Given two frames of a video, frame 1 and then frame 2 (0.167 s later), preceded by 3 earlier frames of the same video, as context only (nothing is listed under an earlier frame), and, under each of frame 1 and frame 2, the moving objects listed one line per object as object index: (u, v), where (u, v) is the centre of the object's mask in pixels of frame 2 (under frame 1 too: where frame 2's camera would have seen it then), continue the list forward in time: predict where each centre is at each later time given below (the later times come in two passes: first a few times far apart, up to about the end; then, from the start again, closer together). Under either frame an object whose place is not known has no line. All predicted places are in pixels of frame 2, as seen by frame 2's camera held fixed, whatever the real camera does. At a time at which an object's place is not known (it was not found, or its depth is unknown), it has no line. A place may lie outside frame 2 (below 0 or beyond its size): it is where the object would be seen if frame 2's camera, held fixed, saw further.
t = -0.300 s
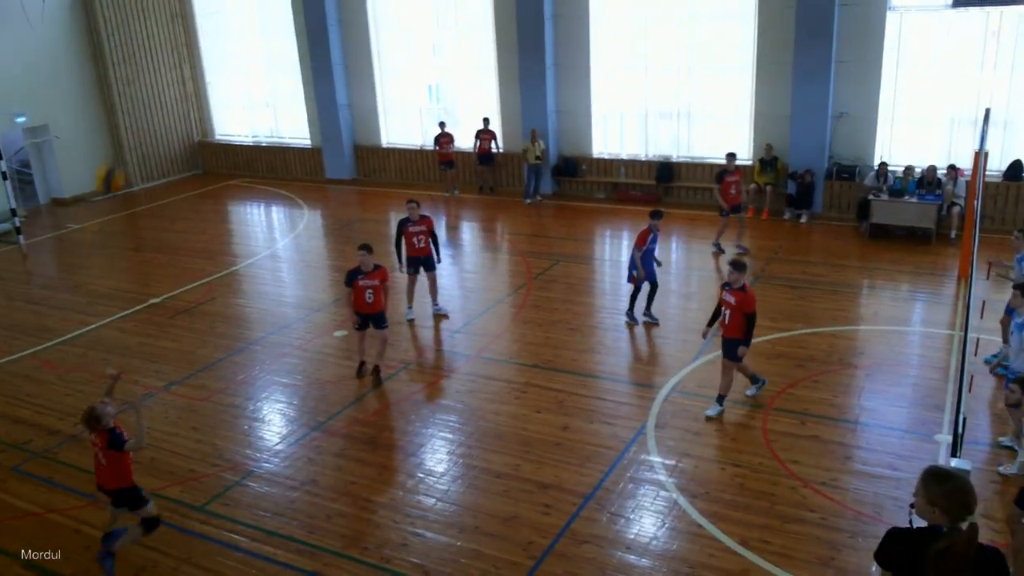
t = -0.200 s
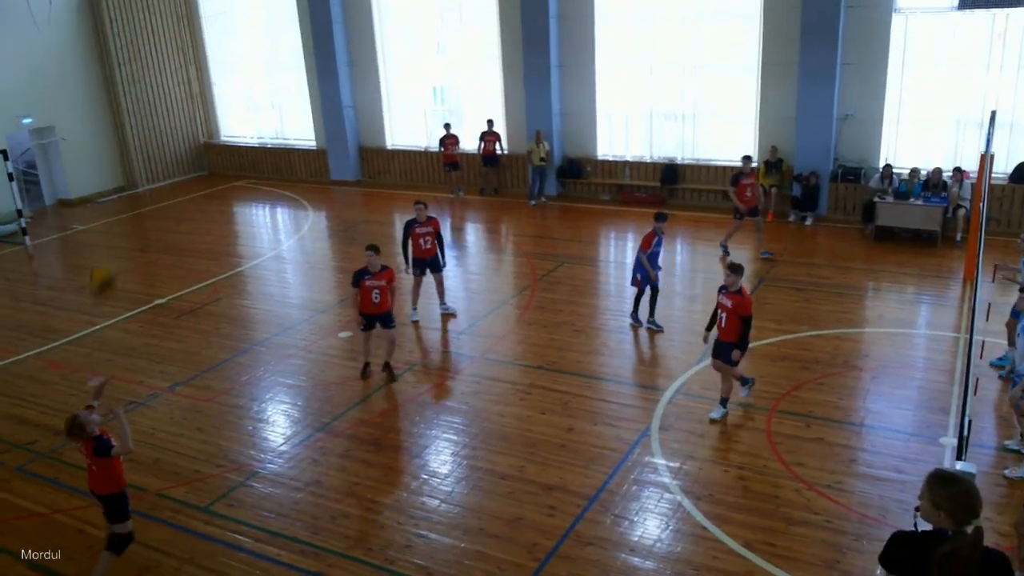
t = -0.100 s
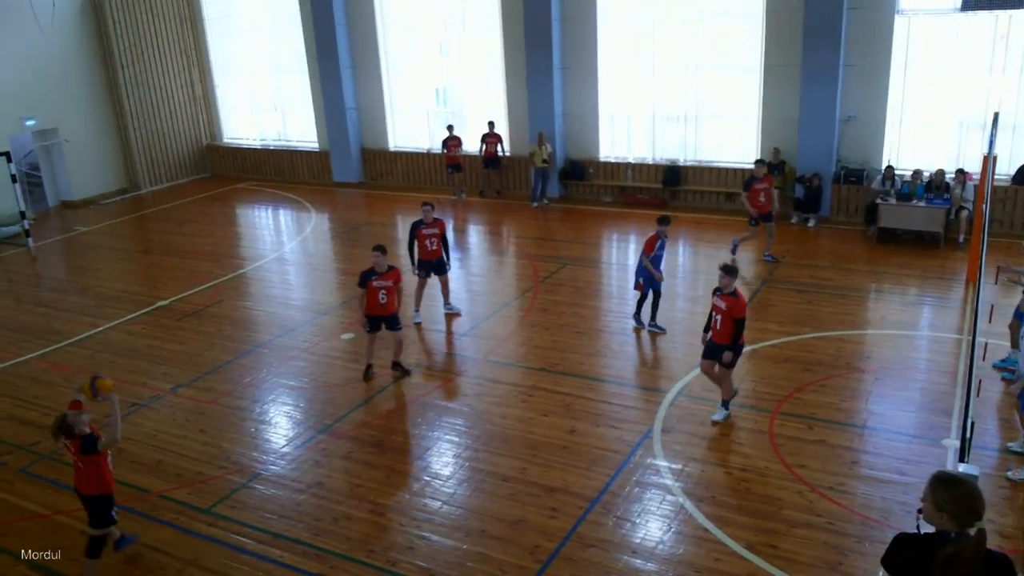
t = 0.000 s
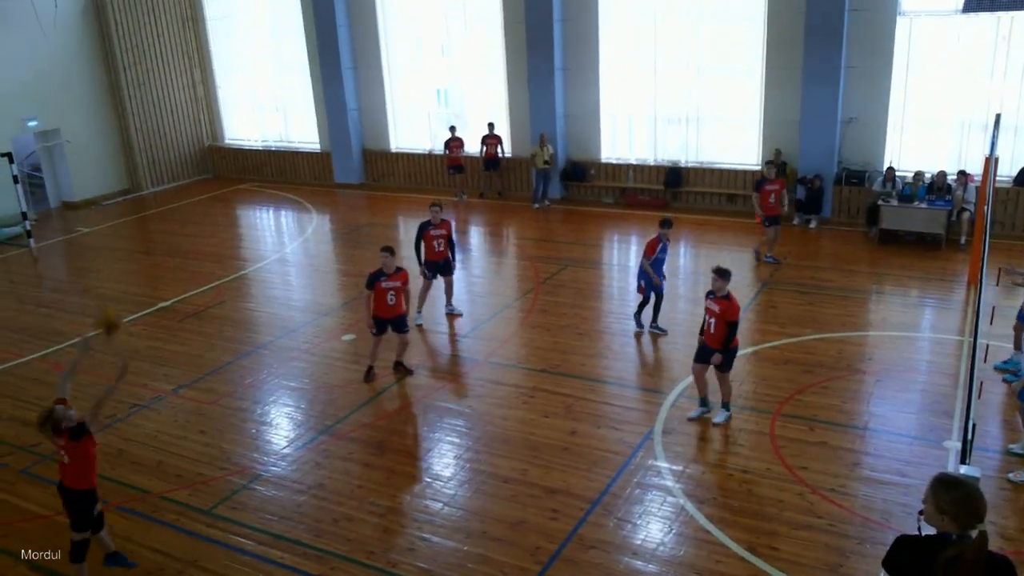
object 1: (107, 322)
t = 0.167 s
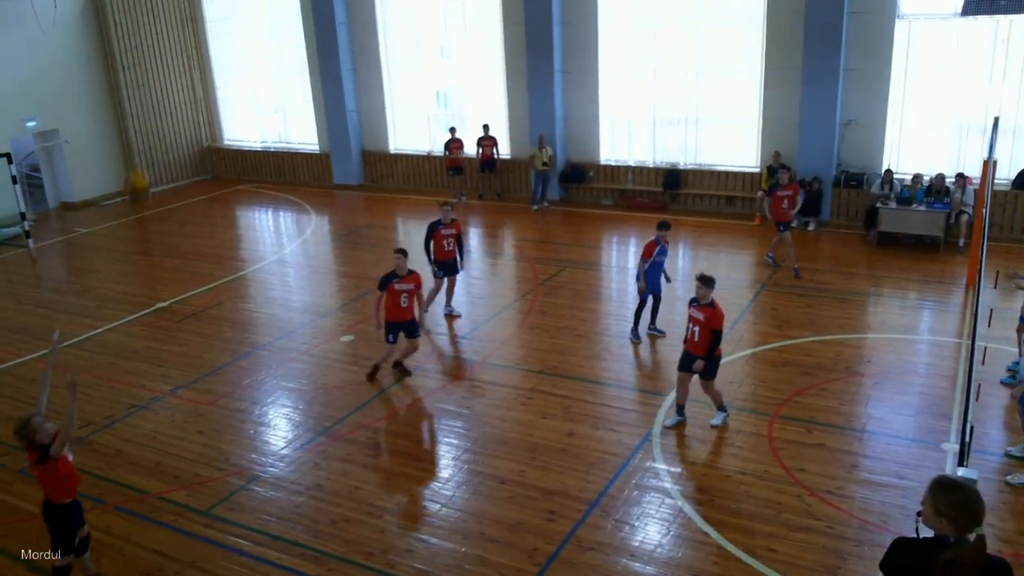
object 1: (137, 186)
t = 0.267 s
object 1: (157, 120)
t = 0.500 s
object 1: (213, 17)
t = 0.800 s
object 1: (296, 1)
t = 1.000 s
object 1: (346, 39)
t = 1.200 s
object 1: (397, 124)
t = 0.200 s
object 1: (142, 164)
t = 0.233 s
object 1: (149, 141)
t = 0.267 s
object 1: (157, 120)
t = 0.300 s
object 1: (164, 101)
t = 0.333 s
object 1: (173, 84)
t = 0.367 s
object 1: (181, 66)
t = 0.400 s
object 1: (188, 52)
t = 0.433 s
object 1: (196, 39)
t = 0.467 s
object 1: (205, 28)
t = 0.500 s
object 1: (213, 17)
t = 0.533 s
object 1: (222, 10)
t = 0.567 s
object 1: (231, 6)
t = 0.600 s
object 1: (241, 3)
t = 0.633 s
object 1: (251, 1)
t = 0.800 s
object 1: (296, 1)
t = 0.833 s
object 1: (305, 3)
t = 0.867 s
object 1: (313, 5)
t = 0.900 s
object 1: (321, 9)
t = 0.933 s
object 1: (329, 19)
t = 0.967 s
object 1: (338, 28)
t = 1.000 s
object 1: (346, 39)
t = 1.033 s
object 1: (355, 50)
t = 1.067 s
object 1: (363, 63)
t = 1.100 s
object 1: (372, 78)
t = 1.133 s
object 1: (380, 93)
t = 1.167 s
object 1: (388, 108)
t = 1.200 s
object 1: (397, 124)
